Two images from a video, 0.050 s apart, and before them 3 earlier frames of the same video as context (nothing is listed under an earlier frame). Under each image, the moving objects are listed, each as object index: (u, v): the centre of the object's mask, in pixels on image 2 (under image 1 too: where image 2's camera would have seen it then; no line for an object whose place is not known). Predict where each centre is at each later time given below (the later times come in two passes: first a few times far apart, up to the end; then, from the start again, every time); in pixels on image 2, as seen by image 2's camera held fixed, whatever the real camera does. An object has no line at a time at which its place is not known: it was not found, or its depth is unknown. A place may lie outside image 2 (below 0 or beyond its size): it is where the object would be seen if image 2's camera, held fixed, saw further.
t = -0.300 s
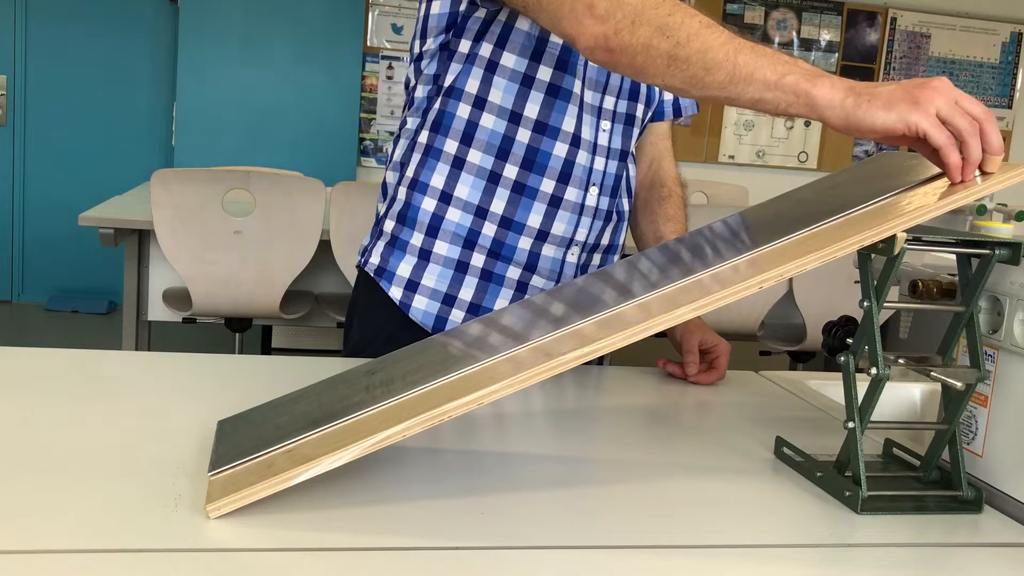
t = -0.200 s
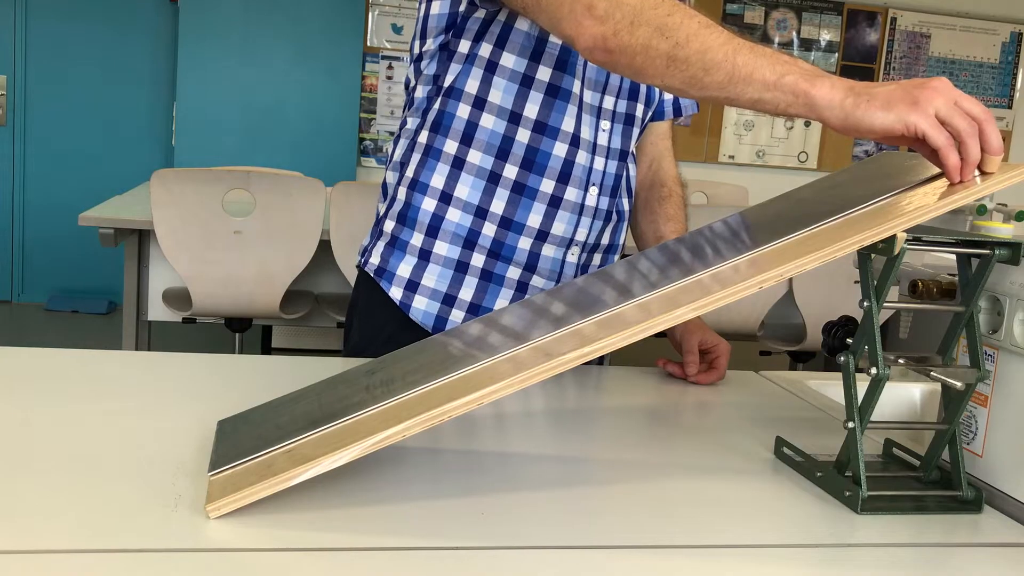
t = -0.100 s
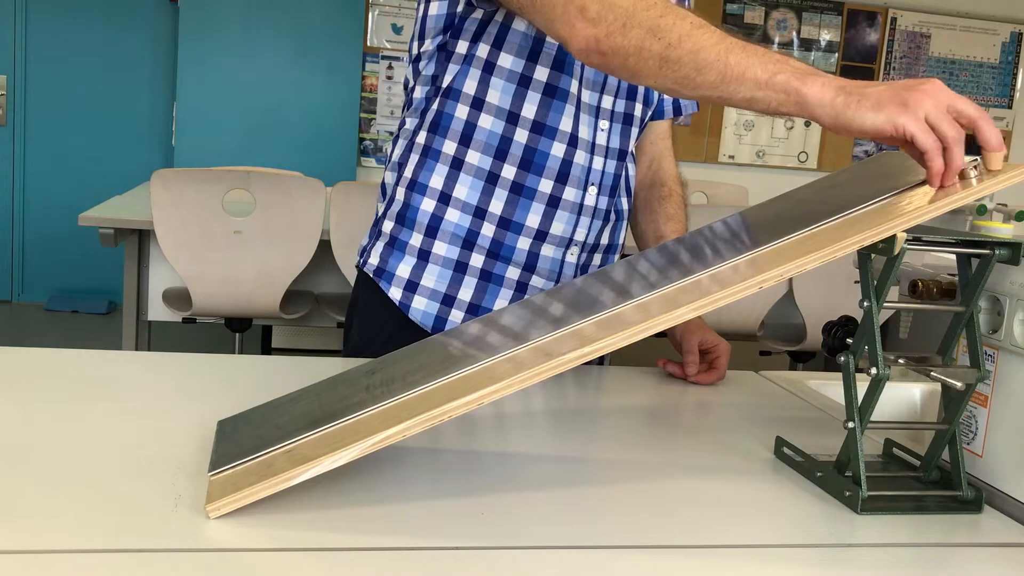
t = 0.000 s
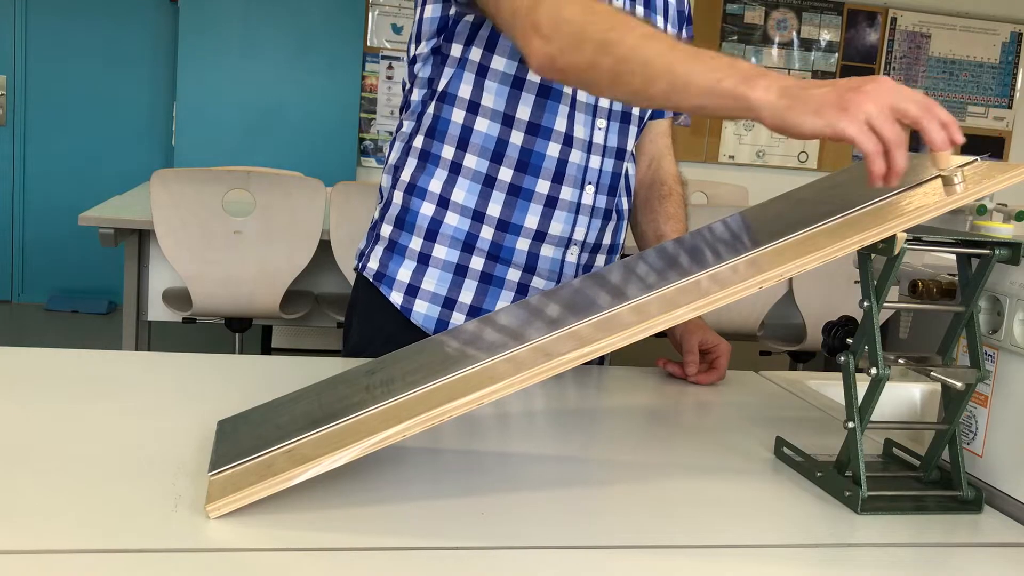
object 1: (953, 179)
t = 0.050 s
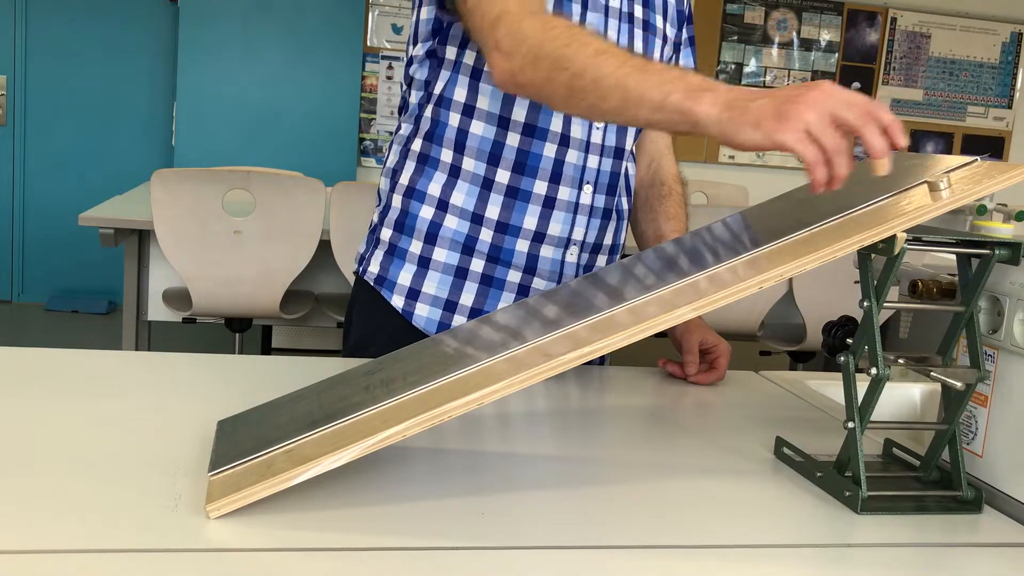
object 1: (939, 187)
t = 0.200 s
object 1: (877, 209)
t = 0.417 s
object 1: (746, 265)
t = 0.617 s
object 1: (579, 332)
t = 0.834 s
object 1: (346, 428)
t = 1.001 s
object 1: (137, 481)
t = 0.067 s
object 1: (933, 190)
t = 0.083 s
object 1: (927, 191)
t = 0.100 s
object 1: (921, 194)
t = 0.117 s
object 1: (915, 195)
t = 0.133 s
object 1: (908, 198)
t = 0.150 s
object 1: (901, 201)
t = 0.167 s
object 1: (893, 203)
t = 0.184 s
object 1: (885, 208)
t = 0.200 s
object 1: (877, 209)
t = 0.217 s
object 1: (869, 213)
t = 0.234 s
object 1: (860, 217)
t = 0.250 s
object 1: (852, 220)
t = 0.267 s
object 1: (842, 225)
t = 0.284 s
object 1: (834, 228)
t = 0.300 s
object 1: (824, 232)
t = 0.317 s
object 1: (814, 236)
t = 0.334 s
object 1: (803, 241)
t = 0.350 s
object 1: (793, 244)
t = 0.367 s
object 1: (781, 250)
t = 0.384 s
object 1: (770, 255)
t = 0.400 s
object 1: (759, 261)
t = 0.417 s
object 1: (746, 265)
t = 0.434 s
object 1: (734, 269)
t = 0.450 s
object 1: (723, 276)
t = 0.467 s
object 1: (709, 280)
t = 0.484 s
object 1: (697, 286)
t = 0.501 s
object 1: (683, 292)
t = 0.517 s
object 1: (669, 297)
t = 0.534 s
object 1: (655, 302)
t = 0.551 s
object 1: (640, 308)
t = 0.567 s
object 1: (626, 315)
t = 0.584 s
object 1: (610, 321)
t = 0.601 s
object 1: (594, 326)
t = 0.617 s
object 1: (579, 332)
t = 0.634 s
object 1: (562, 339)
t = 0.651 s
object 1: (547, 347)
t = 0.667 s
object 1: (531, 353)
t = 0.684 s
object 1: (513, 360)
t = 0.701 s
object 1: (496, 365)
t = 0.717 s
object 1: (479, 374)
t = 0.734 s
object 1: (460, 382)
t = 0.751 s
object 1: (442, 389)
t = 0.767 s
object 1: (424, 396)
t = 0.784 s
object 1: (405, 403)
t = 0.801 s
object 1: (386, 412)
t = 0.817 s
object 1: (366, 420)
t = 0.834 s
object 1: (346, 428)
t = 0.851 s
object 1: (327, 437)
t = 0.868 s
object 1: (305, 445)
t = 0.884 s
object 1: (284, 453)
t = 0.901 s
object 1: (261, 462)
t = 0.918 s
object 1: (241, 471)
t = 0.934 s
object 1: (217, 481)
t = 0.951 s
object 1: (193, 486)
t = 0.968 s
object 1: (172, 488)
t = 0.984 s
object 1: (155, 483)
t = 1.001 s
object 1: (137, 481)
